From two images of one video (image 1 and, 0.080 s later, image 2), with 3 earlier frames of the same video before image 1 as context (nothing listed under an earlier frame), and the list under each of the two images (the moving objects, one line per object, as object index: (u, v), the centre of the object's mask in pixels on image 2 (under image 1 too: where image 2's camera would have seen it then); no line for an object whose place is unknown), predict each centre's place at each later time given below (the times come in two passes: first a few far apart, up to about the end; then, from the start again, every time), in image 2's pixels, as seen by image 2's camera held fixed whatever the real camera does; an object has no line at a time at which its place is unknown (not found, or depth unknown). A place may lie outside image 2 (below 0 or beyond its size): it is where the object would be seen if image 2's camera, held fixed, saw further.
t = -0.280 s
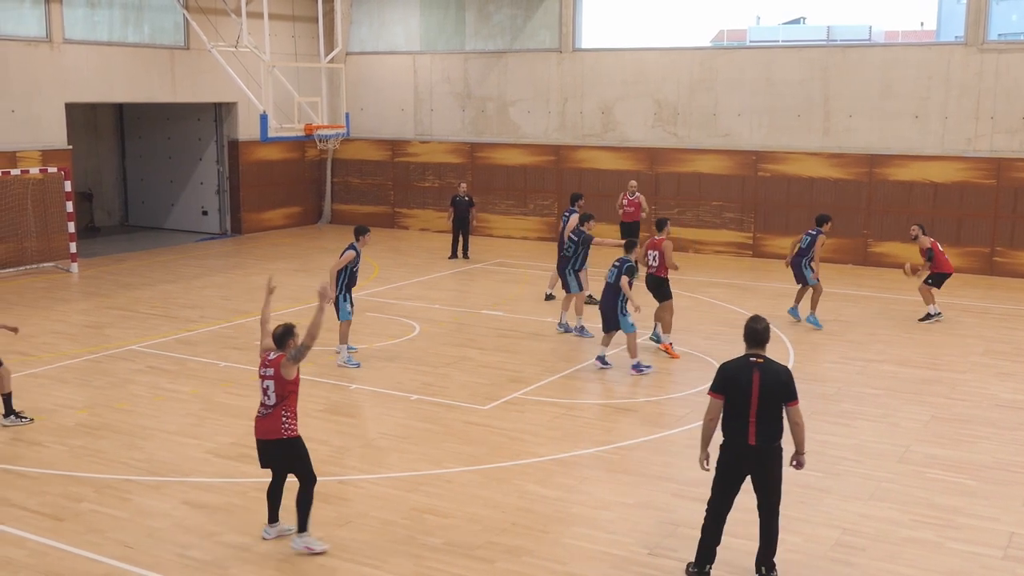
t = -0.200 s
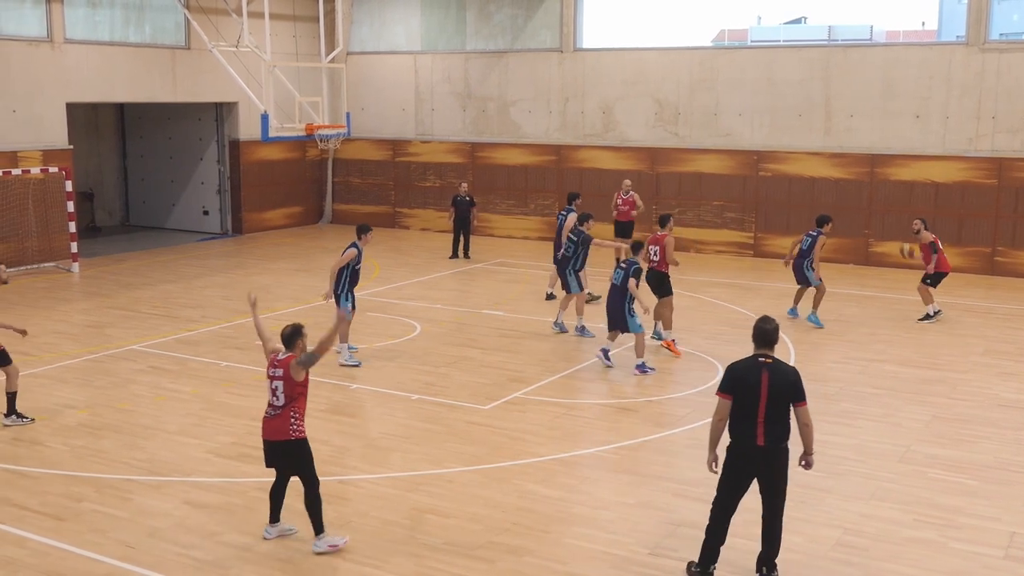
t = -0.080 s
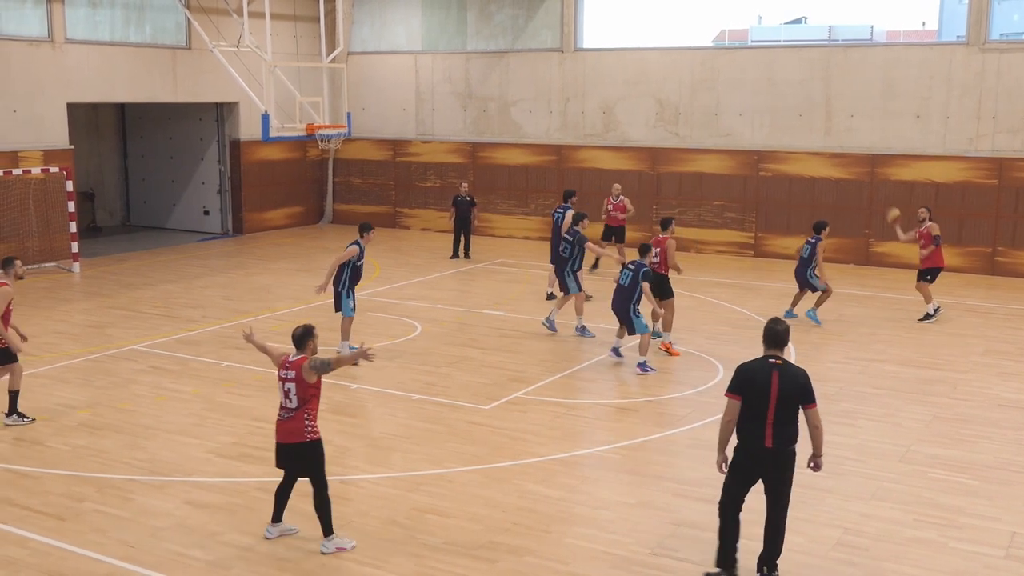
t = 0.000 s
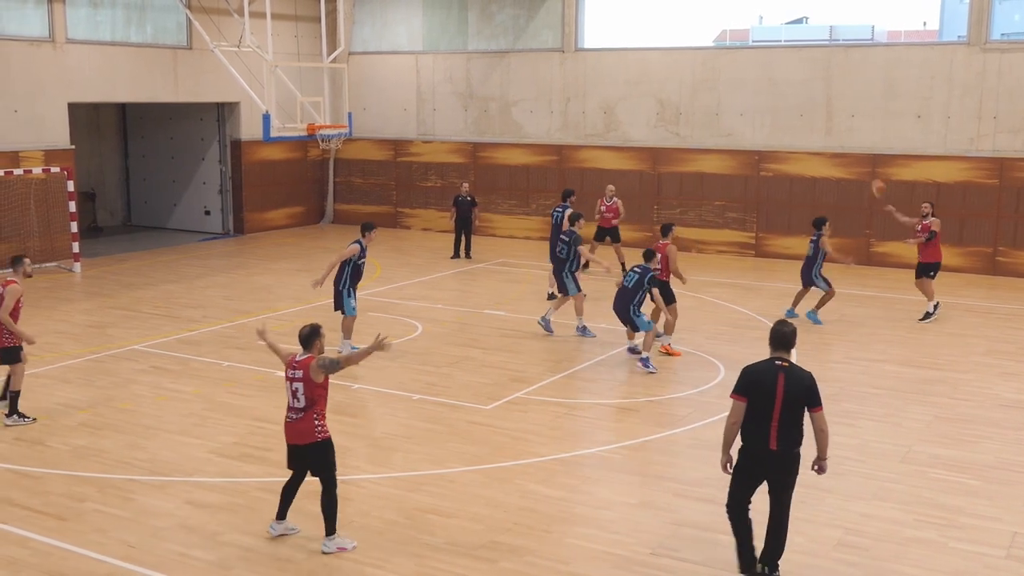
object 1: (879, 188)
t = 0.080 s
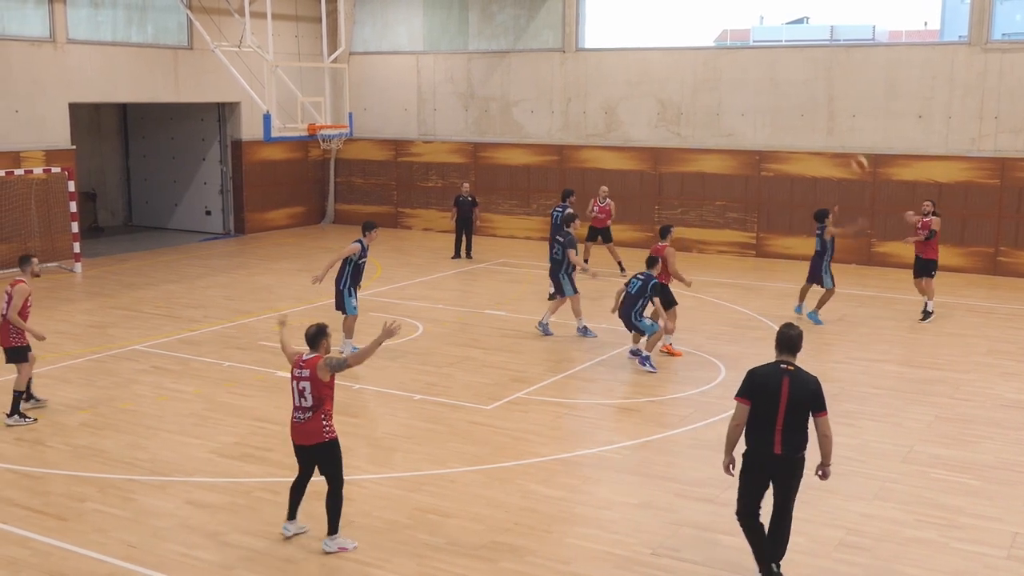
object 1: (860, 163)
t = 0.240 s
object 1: (815, 122)
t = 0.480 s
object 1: (737, 79)
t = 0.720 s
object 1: (641, 74)
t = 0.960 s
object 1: (519, 119)
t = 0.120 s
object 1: (849, 152)
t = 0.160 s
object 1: (838, 142)
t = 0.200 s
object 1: (827, 132)
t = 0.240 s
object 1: (815, 122)
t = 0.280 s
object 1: (805, 112)
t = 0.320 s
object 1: (792, 104)
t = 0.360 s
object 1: (779, 97)
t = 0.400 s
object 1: (766, 90)
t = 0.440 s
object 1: (753, 85)
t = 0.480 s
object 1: (737, 79)
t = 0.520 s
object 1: (723, 76)
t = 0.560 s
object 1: (708, 72)
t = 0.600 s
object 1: (692, 71)
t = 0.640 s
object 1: (675, 71)
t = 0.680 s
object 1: (658, 72)
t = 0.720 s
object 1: (641, 74)
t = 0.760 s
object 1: (622, 77)
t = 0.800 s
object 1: (603, 82)
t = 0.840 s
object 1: (583, 88)
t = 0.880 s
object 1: (562, 98)
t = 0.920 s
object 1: (541, 107)
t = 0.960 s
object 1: (519, 119)
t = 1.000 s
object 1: (497, 132)
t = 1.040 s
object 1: (472, 150)
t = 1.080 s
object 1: (447, 167)
